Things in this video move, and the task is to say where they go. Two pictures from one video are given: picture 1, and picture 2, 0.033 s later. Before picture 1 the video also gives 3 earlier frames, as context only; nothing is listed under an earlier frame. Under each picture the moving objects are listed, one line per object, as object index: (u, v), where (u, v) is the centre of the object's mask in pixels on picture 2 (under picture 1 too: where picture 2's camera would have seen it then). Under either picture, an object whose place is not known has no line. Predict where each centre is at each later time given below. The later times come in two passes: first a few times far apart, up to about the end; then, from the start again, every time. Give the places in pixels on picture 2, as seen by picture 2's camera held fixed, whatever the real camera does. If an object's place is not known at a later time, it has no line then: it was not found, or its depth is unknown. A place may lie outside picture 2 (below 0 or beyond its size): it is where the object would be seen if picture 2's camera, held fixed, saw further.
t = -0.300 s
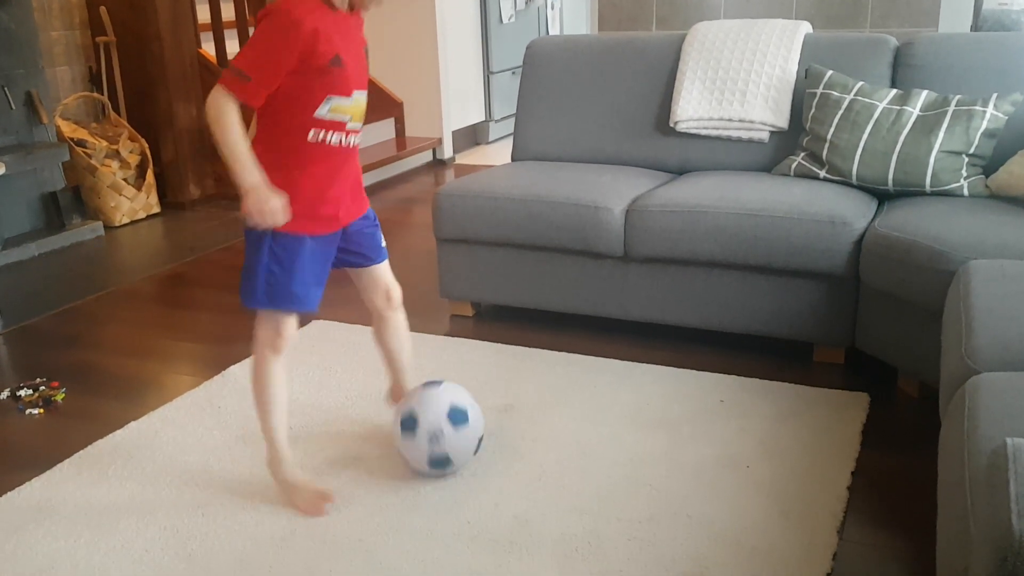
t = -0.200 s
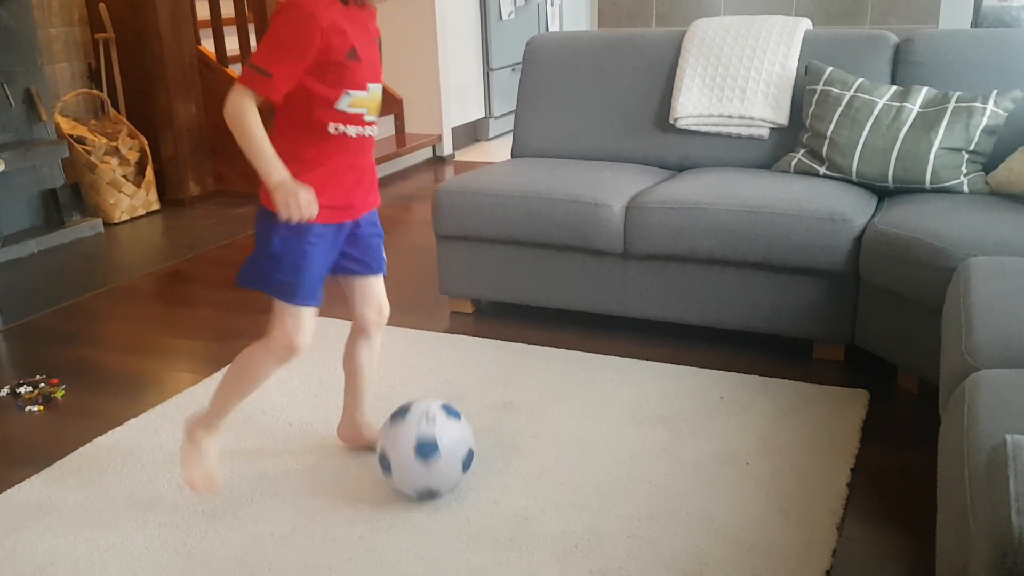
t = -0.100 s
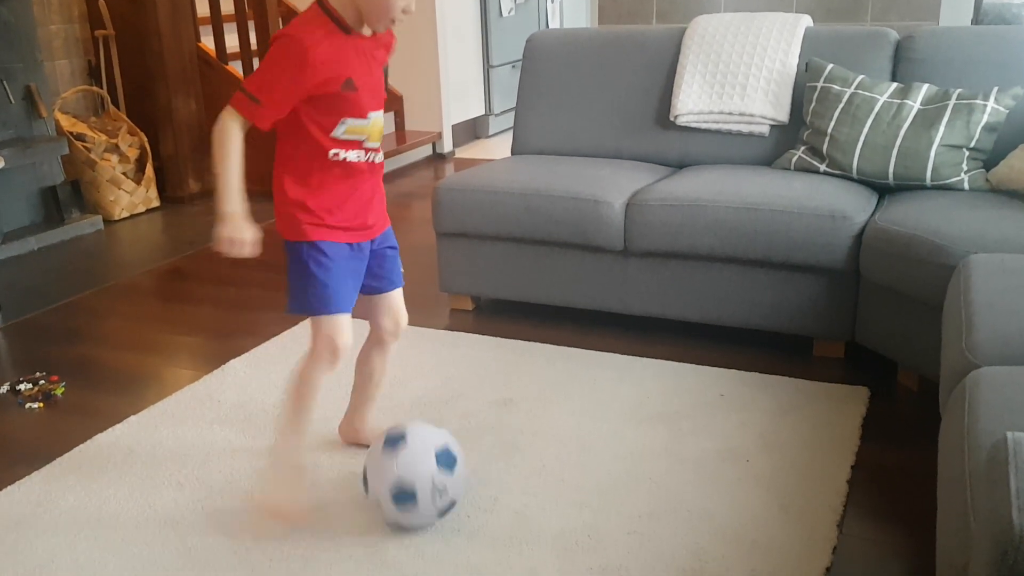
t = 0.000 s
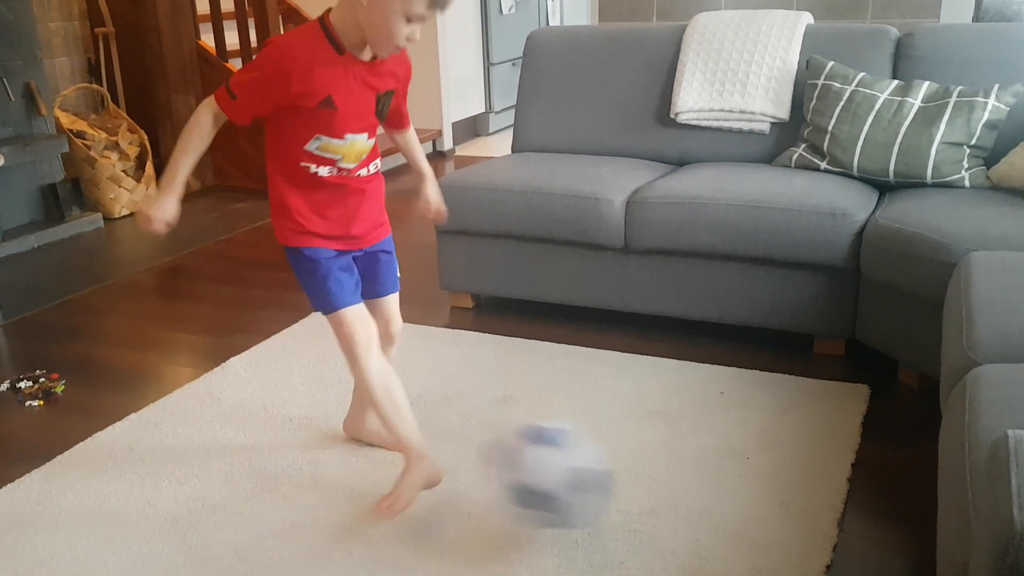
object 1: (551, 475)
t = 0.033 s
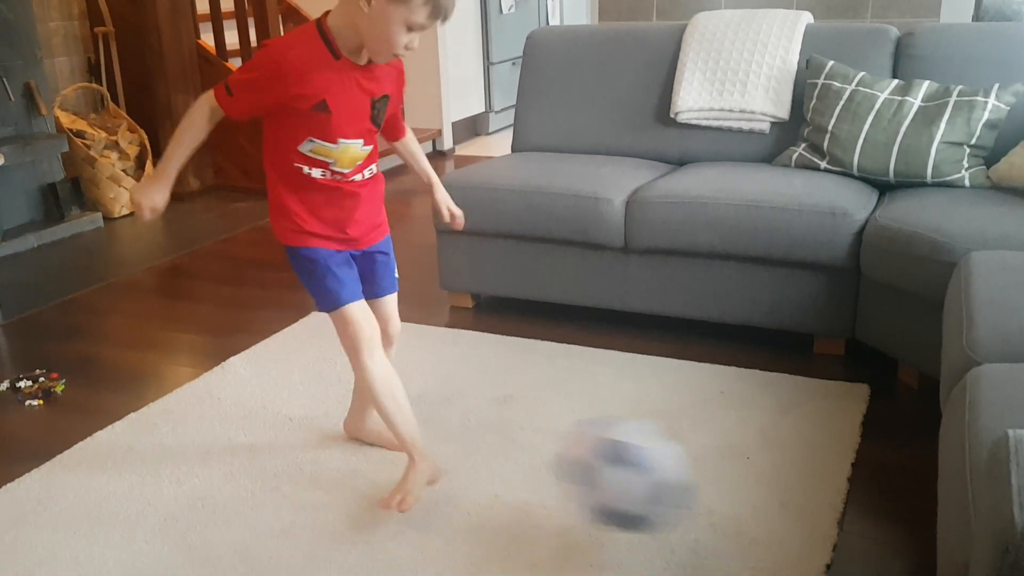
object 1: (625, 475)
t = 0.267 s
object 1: (723, 509)
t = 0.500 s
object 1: (496, 458)
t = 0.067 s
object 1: (709, 486)
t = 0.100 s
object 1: (794, 498)
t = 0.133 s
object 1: (878, 519)
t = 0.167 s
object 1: (870, 524)
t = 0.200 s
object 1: (818, 530)
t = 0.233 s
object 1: (758, 527)
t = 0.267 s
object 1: (723, 509)
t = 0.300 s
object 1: (688, 492)
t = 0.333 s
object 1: (655, 482)
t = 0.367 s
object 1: (622, 478)
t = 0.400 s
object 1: (589, 481)
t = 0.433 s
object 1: (558, 485)
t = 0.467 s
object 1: (526, 471)
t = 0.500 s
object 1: (496, 458)
